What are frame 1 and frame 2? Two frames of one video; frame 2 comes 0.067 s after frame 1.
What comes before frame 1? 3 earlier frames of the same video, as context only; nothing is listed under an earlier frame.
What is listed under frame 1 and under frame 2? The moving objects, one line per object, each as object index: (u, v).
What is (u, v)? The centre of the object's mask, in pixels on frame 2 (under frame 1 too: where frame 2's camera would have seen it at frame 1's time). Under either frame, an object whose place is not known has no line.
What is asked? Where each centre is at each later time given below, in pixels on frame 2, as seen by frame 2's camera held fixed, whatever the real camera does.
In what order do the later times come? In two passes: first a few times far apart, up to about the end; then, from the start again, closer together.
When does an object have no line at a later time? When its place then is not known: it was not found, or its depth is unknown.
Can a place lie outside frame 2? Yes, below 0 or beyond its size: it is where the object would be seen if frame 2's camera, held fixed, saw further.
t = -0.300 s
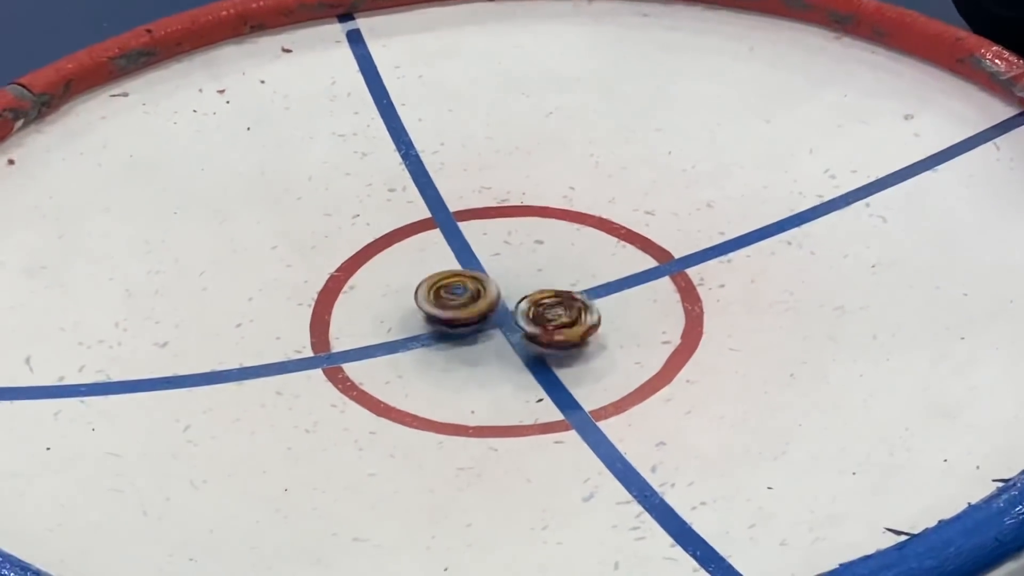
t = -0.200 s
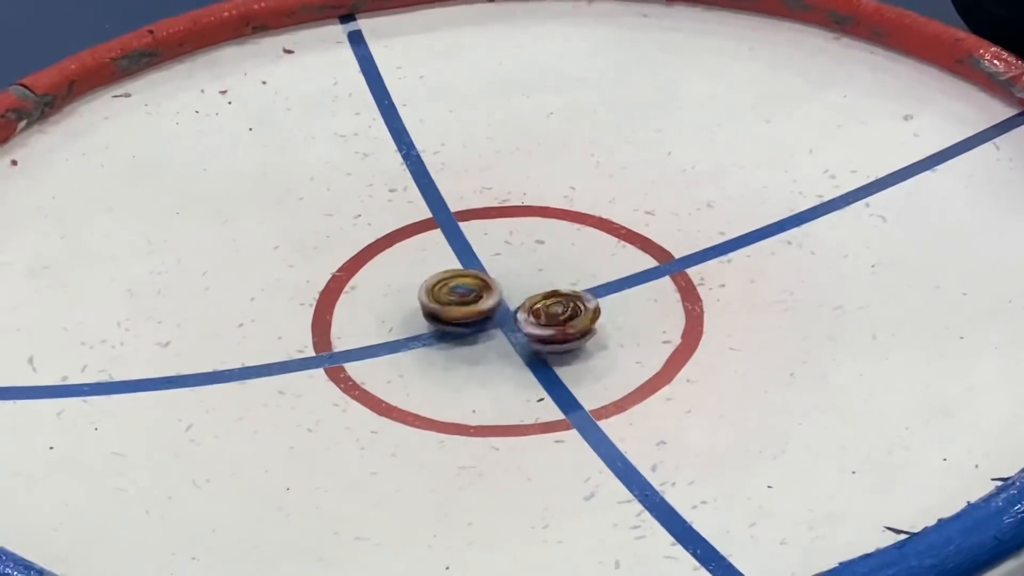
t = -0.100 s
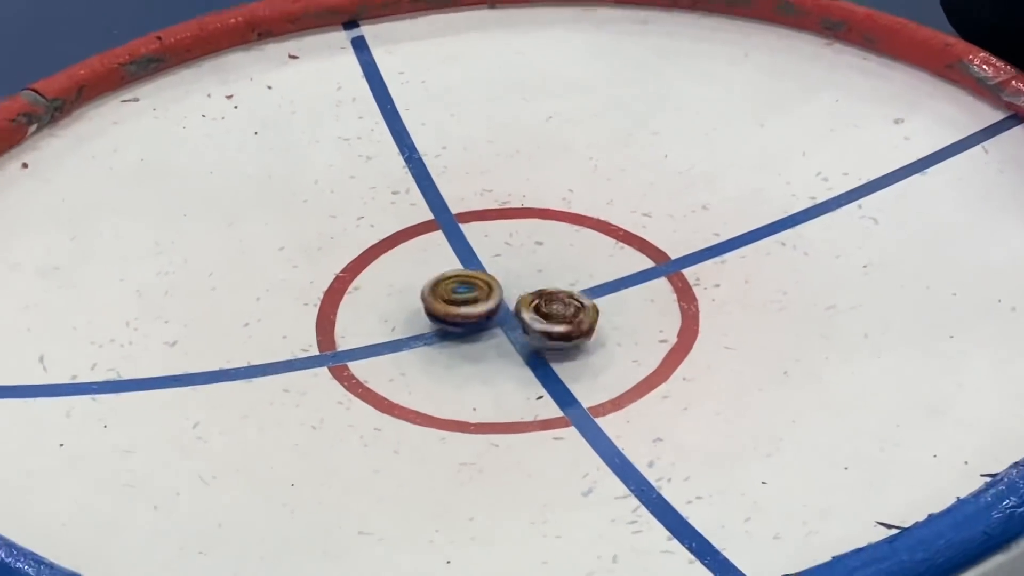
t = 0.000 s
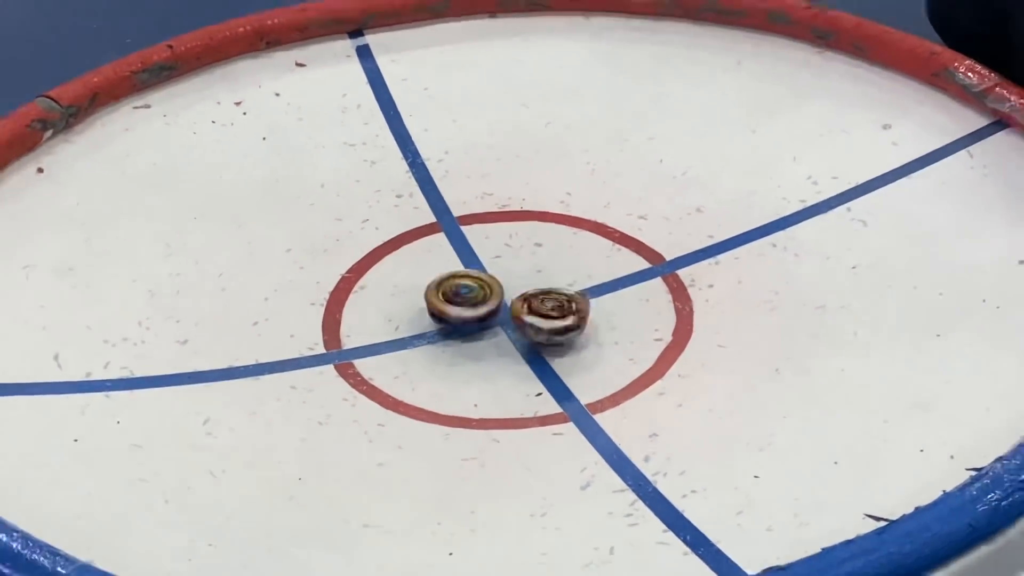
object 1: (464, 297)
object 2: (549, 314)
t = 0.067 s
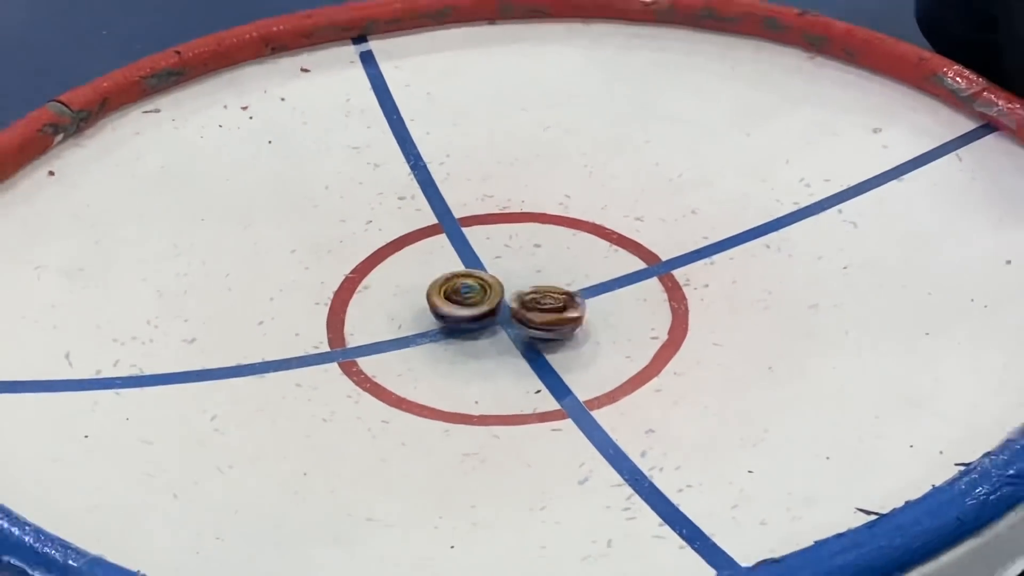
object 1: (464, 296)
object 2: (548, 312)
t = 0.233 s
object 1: (463, 296)
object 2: (541, 311)
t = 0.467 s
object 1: (450, 291)
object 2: (568, 316)
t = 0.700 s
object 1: (456, 287)
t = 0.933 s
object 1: (466, 288)
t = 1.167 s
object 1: (473, 293)
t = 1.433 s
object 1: (466, 301)
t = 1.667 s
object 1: (455, 298)
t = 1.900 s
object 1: (455, 295)
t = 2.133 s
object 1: (458, 287)
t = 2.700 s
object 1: (460, 274)
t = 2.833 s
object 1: (464, 277)
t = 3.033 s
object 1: (466, 285)
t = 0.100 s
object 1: (465, 296)
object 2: (546, 311)
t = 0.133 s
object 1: (465, 296)
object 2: (545, 310)
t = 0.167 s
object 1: (466, 296)
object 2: (543, 309)
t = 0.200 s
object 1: (465, 296)
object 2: (542, 310)
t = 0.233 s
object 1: (463, 296)
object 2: (541, 311)
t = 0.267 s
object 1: (457, 294)
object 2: (546, 312)
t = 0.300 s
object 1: (453, 293)
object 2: (548, 313)
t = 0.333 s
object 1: (451, 293)
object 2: (552, 315)
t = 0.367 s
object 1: (450, 292)
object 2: (557, 316)
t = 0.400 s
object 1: (449, 292)
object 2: (561, 316)
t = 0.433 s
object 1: (450, 291)
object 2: (566, 314)
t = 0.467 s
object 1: (450, 291)
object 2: (568, 316)
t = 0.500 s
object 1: (449, 291)
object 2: (567, 316)
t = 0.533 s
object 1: (449, 290)
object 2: (567, 317)
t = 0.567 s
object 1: (451, 289)
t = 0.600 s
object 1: (452, 288)
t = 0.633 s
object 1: (453, 287)
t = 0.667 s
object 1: (455, 287)
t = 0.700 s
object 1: (456, 287)
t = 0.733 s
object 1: (457, 286)
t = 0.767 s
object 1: (459, 286)
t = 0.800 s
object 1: (460, 286)
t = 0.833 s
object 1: (461, 286)
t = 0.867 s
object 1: (463, 287)
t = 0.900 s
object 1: (465, 287)
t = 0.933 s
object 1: (466, 288)
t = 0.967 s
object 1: (468, 288)
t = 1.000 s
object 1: (470, 289)
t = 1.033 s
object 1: (471, 290)
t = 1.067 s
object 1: (471, 291)
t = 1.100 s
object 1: (472, 291)
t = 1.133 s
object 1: (472, 292)
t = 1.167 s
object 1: (473, 293)
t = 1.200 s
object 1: (473, 296)
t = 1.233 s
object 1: (472, 297)
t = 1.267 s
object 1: (472, 298)
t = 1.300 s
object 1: (473, 300)
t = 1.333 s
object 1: (471, 301)
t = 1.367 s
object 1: (470, 302)
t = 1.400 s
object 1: (468, 301)
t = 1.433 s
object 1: (466, 301)
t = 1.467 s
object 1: (463, 300)
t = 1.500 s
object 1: (462, 300)
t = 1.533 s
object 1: (460, 300)
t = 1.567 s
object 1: (459, 299)
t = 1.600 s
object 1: (457, 299)
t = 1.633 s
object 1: (456, 298)
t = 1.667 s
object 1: (455, 298)
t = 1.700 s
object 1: (454, 298)
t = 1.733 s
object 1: (455, 298)
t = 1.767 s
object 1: (455, 297)
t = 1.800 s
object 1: (455, 297)
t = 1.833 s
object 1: (454, 296)
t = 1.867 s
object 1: (454, 295)
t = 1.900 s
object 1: (455, 295)
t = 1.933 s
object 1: (456, 294)
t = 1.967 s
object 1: (456, 292)
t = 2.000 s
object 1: (458, 292)
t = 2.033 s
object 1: (459, 291)
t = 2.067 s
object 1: (461, 291)
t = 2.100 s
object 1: (460, 291)
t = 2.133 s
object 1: (458, 287)
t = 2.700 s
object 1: (460, 274)
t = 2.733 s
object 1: (461, 274)
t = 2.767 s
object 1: (462, 275)
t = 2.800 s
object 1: (463, 276)
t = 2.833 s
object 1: (464, 277)
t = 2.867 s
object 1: (465, 279)
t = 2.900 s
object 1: (466, 280)
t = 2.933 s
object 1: (467, 282)
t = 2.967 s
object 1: (466, 283)
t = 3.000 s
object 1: (466, 284)
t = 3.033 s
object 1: (466, 285)
